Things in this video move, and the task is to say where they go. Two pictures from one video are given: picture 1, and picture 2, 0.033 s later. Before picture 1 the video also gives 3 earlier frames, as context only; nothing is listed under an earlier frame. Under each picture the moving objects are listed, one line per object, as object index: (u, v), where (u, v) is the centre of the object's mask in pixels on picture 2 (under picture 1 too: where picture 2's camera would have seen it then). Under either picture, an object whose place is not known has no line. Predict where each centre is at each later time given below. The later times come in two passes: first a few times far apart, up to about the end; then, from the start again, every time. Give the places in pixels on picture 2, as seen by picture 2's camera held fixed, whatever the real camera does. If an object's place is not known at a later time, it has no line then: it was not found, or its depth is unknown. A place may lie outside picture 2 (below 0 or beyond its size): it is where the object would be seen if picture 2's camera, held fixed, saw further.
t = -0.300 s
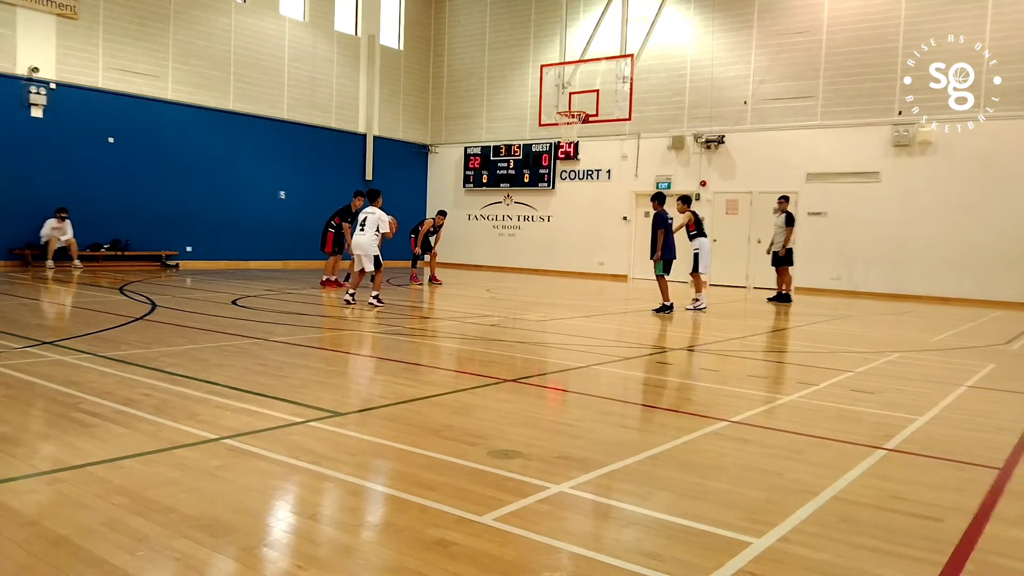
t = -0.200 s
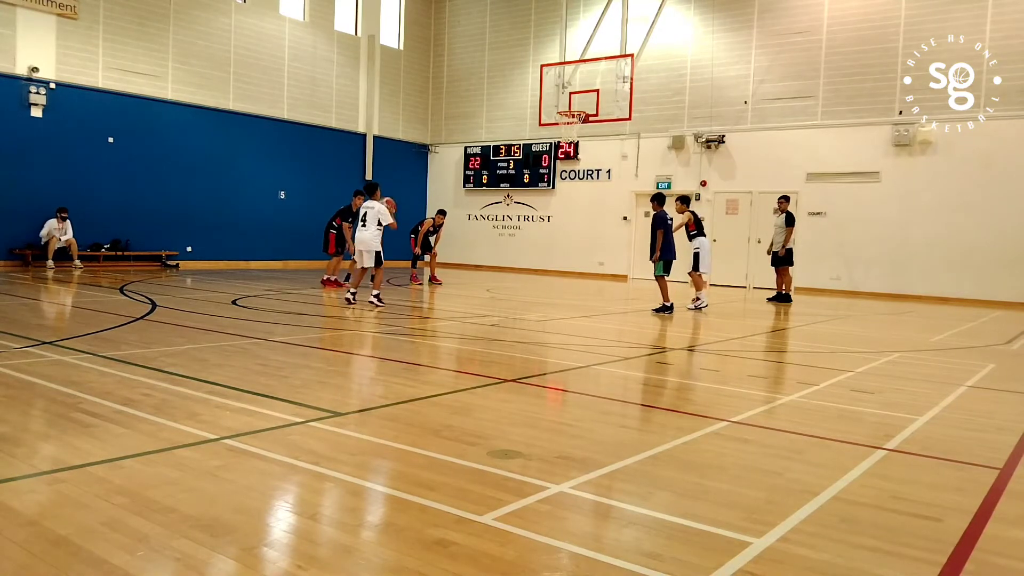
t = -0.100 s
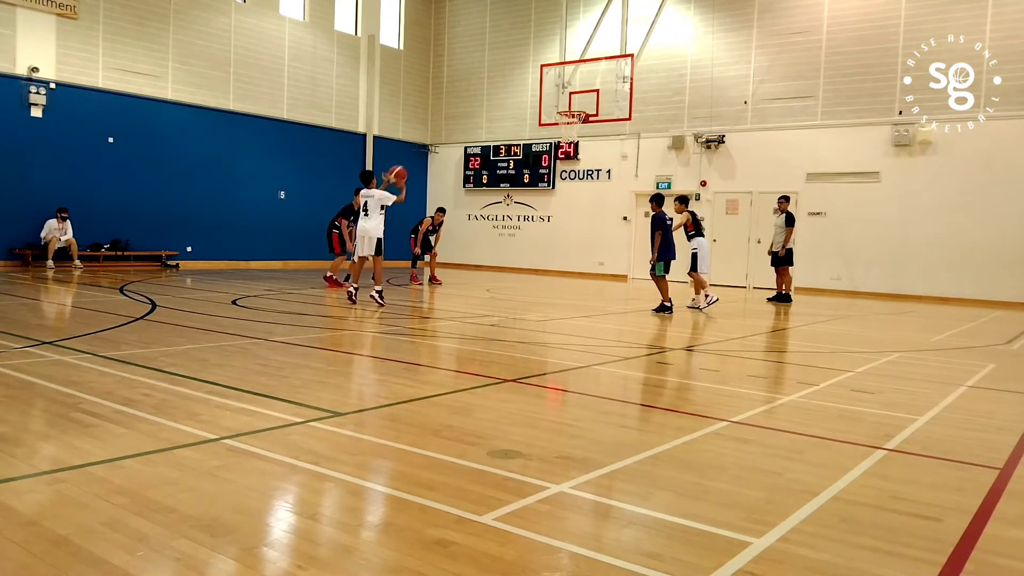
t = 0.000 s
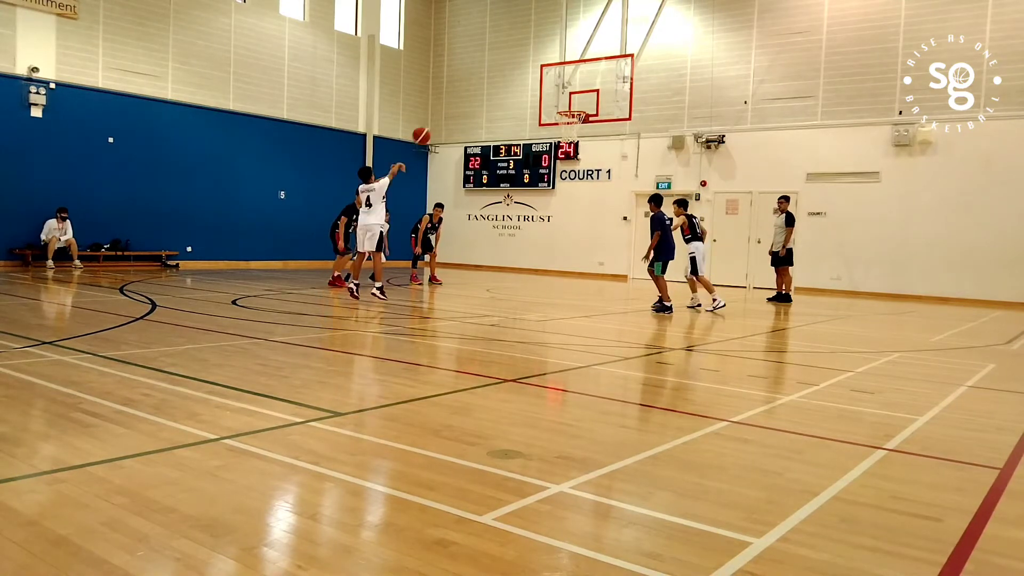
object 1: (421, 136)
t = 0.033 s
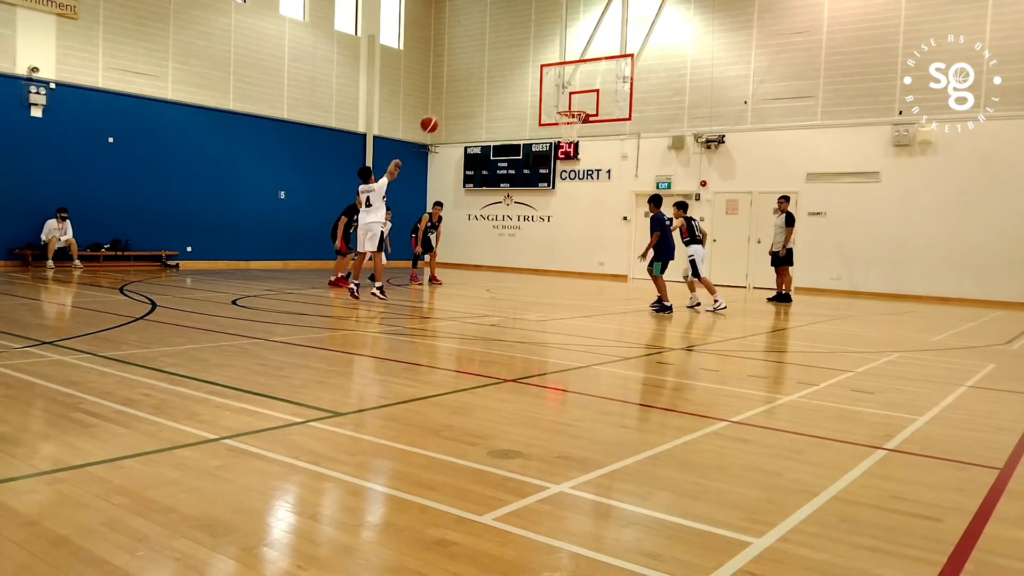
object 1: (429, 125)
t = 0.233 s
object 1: (472, 77)
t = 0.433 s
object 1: (509, 62)
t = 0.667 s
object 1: (545, 78)
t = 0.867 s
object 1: (570, 103)
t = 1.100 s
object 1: (592, 79)
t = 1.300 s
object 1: (601, 80)
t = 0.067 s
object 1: (437, 114)
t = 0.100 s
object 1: (444, 105)
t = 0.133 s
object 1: (451, 97)
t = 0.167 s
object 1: (458, 89)
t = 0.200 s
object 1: (465, 83)
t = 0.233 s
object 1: (472, 77)
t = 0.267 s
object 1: (478, 73)
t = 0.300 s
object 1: (485, 69)
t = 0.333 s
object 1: (491, 66)
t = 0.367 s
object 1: (497, 64)
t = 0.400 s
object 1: (503, 63)
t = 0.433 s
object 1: (509, 62)
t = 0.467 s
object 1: (514, 62)
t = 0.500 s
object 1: (520, 63)
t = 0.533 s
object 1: (525, 64)
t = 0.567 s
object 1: (530, 67)
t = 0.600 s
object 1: (535, 70)
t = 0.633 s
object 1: (540, 73)
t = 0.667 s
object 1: (545, 78)
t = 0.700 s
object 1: (549, 83)
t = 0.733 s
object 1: (554, 88)
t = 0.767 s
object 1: (558, 94)
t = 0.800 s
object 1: (562, 101)
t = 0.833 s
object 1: (566, 106)
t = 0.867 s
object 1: (570, 103)
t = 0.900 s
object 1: (574, 98)
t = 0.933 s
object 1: (577, 93)
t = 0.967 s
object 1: (581, 89)
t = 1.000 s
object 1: (584, 86)
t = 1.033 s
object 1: (588, 83)
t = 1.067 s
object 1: (590, 81)
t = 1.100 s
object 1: (592, 79)
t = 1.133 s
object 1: (593, 77)
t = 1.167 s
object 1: (595, 77)
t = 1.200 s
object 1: (597, 77)
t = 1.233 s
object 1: (598, 77)
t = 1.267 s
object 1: (600, 78)
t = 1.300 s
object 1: (601, 80)
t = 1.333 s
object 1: (603, 83)
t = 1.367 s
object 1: (604, 86)
